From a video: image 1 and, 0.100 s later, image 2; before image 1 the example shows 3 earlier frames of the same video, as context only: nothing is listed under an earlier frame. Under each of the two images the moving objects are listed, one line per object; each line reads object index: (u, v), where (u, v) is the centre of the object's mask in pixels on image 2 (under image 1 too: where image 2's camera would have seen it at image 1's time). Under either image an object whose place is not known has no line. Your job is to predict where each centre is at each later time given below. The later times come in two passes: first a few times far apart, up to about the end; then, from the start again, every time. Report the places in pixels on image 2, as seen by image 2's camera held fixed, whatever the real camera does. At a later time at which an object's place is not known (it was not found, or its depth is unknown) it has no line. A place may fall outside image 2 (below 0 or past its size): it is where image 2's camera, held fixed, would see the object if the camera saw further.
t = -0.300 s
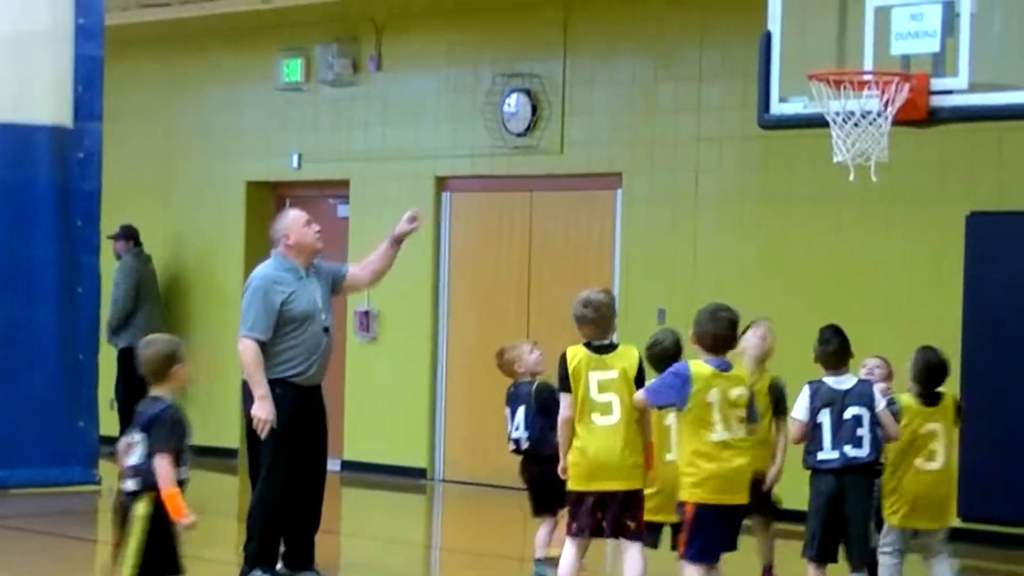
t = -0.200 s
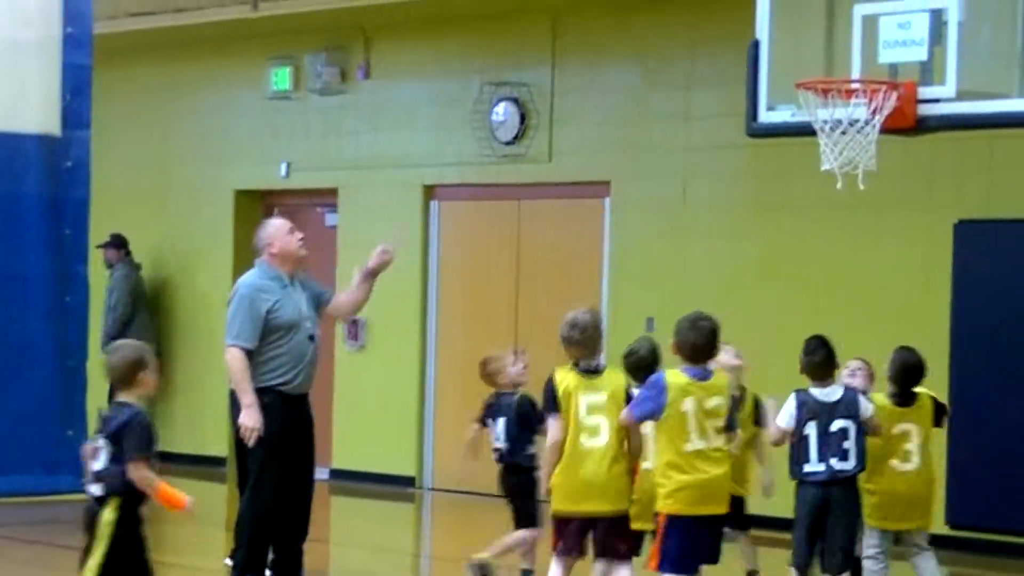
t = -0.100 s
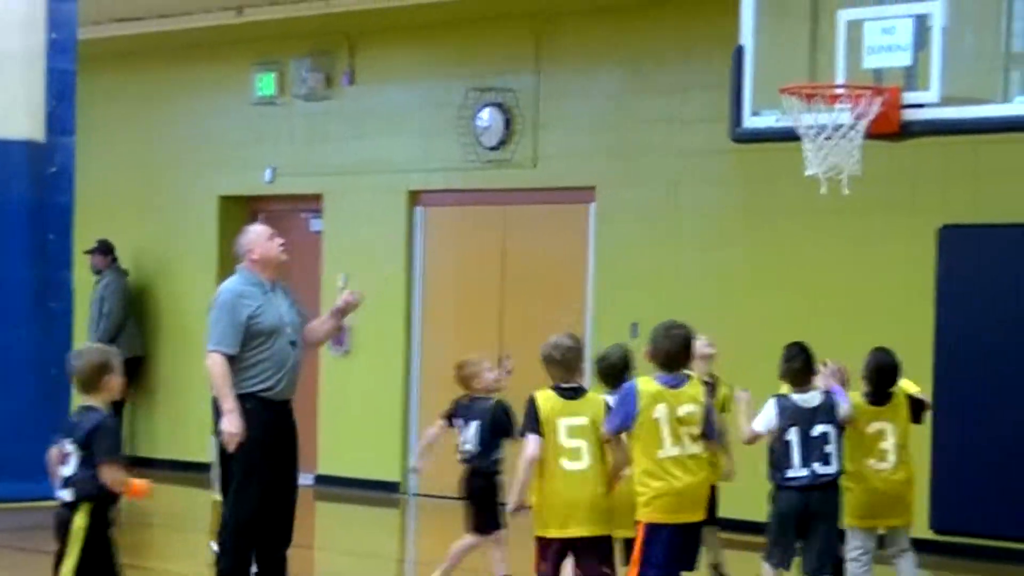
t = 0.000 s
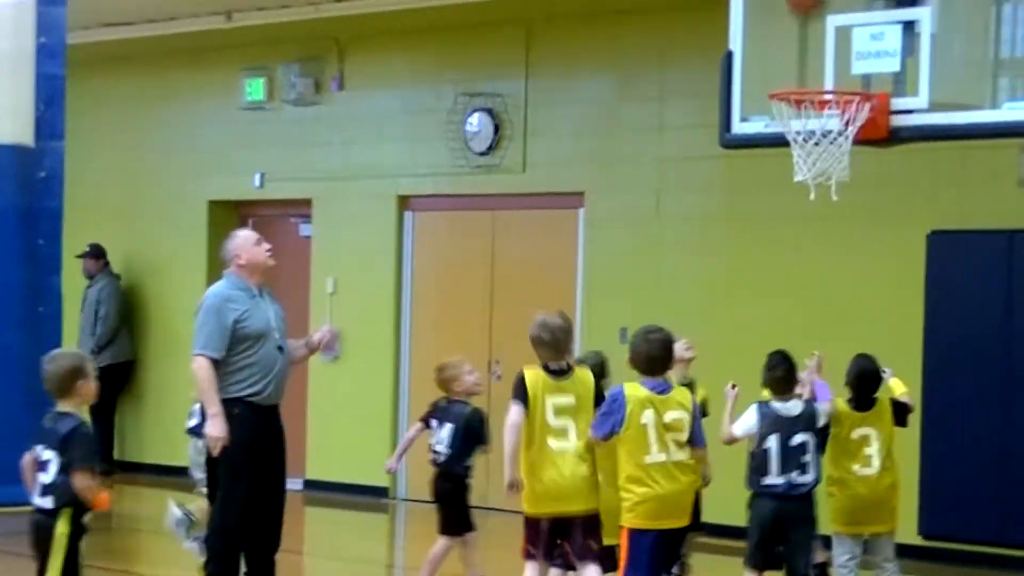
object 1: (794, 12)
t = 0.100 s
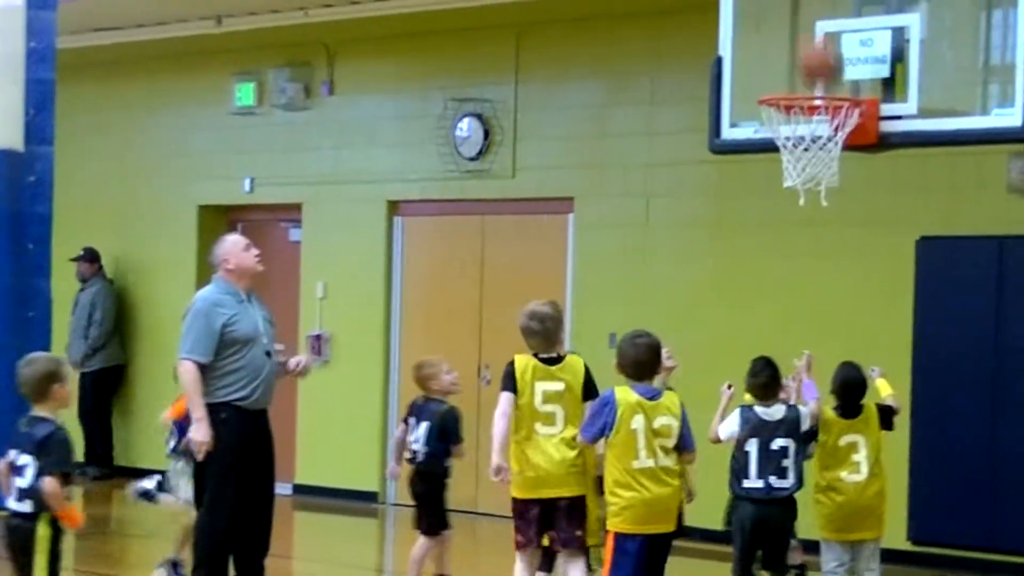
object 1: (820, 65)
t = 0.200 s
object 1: (811, 79)
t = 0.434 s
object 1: (795, 39)
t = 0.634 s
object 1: (787, 73)
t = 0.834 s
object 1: (811, 157)
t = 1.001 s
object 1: (832, 279)
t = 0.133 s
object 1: (826, 81)
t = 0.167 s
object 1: (820, 80)
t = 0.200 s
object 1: (811, 79)
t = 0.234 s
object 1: (803, 79)
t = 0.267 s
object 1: (800, 72)
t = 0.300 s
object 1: (799, 61)
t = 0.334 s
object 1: (799, 51)
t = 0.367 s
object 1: (797, 44)
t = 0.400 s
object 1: (796, 40)
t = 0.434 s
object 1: (795, 39)
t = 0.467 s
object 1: (794, 39)
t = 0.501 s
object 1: (792, 41)
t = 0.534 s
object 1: (792, 46)
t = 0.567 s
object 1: (790, 53)
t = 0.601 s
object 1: (789, 63)
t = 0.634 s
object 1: (787, 73)
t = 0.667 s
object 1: (787, 81)
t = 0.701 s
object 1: (789, 86)
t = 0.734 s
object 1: (794, 112)
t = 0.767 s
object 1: (801, 120)
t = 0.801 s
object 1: (808, 135)
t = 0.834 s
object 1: (811, 157)
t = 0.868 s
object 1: (813, 189)
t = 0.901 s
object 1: (822, 203)
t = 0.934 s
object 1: (824, 225)
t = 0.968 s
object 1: (829, 249)
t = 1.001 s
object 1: (832, 279)
